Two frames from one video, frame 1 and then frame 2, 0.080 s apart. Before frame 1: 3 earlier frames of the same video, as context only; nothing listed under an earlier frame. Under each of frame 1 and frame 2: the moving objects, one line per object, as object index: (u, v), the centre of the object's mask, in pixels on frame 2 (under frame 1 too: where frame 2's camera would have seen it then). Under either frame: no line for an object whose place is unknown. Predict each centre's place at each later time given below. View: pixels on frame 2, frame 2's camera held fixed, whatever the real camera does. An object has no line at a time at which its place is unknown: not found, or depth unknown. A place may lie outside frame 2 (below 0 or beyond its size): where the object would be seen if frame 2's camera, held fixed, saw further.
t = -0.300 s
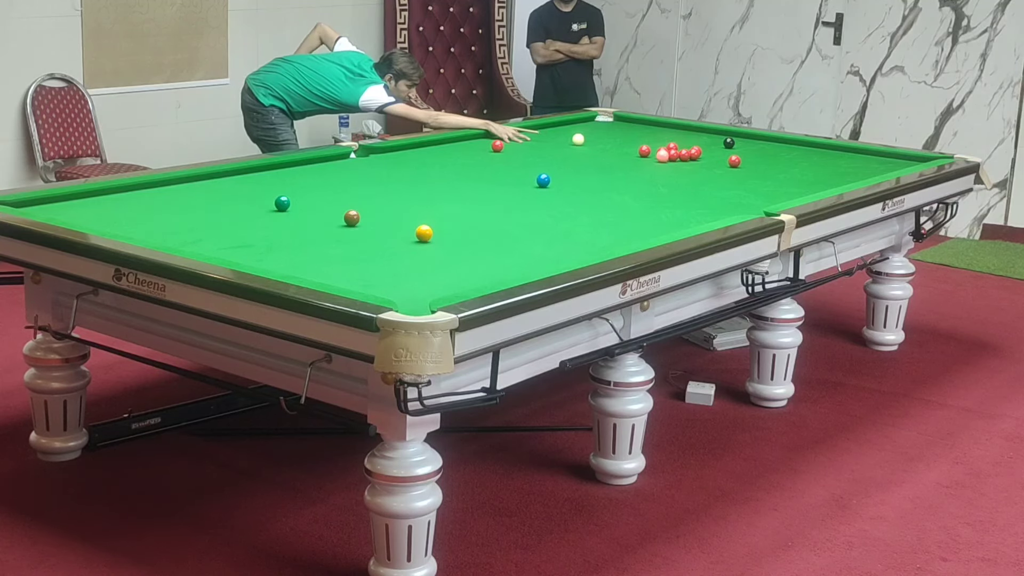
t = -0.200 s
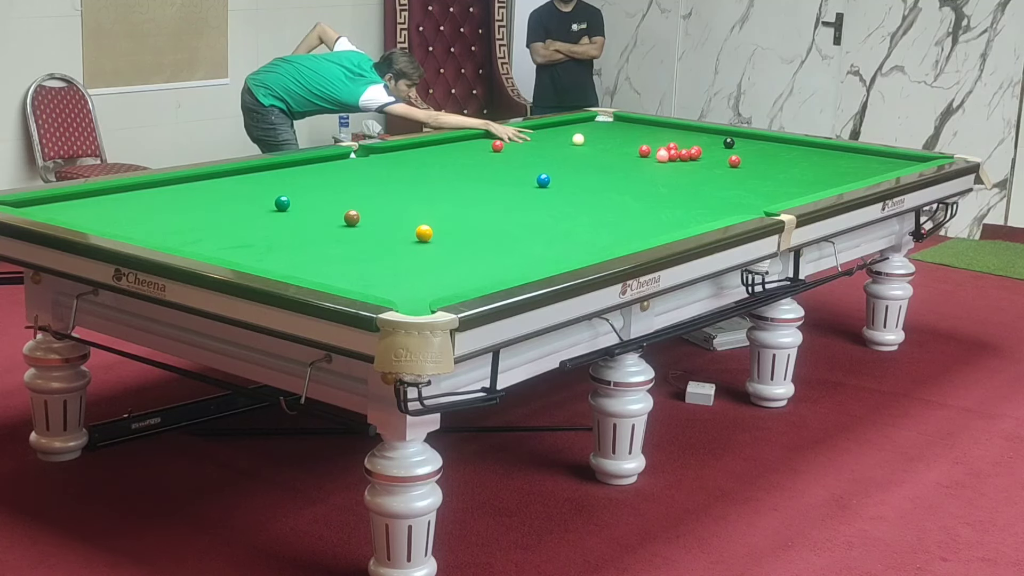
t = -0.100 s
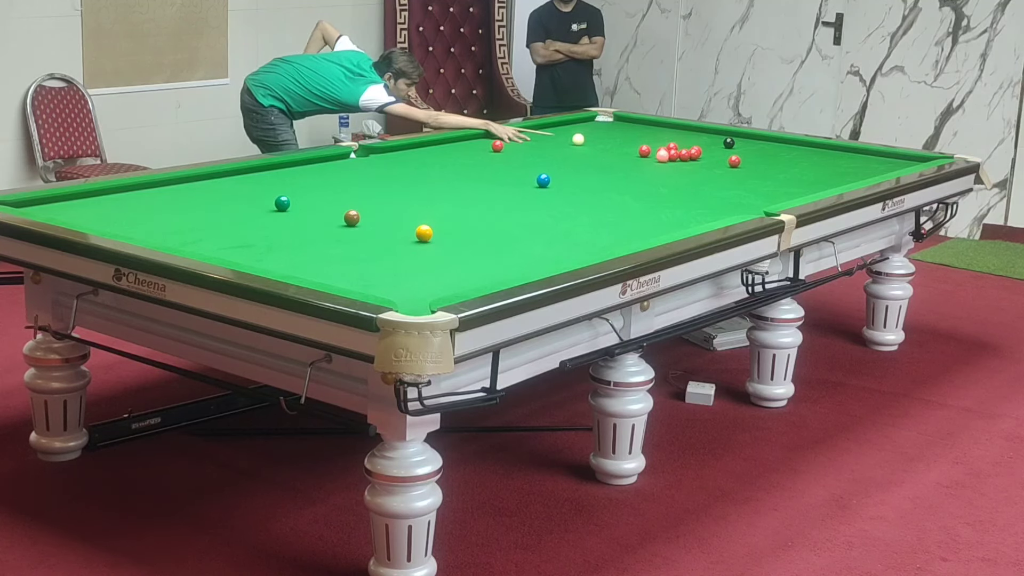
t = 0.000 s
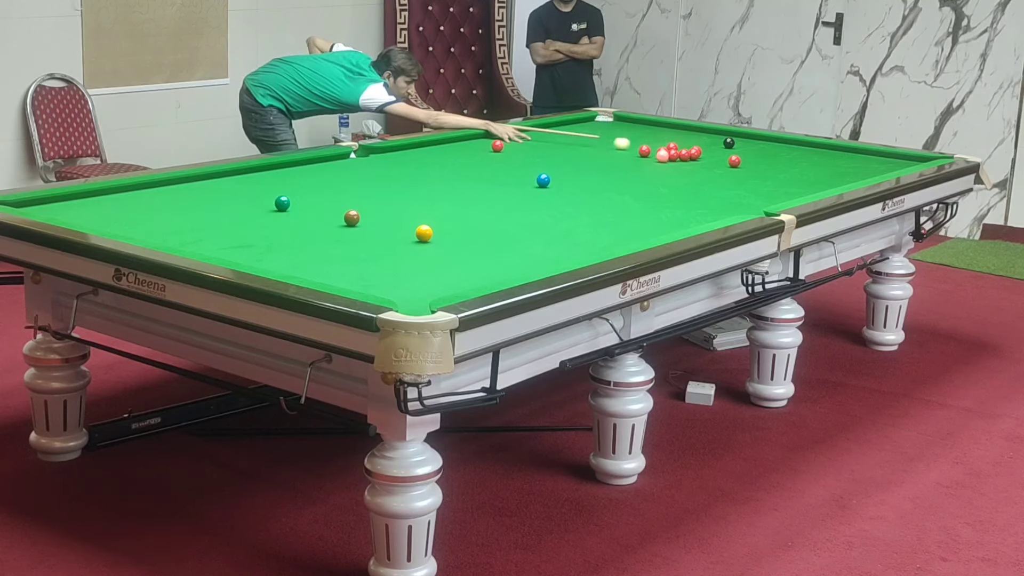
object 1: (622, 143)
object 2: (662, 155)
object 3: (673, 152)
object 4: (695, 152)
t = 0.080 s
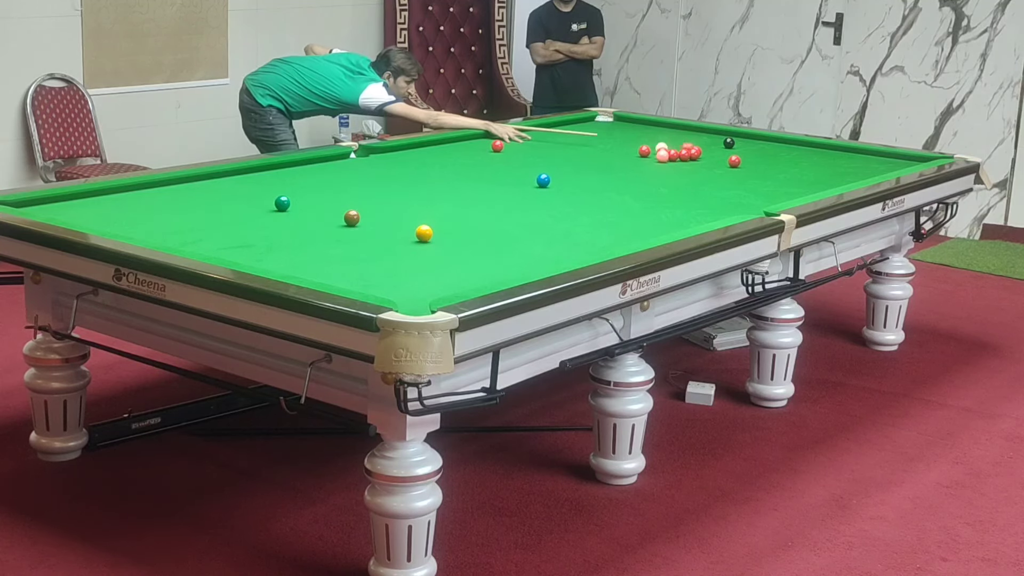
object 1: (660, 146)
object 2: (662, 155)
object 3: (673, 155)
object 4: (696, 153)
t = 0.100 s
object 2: (662, 155)
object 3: (673, 155)
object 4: (698, 151)
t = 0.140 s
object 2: (662, 155)
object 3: (673, 155)
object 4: (695, 153)
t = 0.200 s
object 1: (674, 149)
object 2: (663, 157)
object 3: (674, 156)
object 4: (696, 153)
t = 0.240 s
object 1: (680, 149)
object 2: (664, 158)
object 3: (675, 156)
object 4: (696, 153)
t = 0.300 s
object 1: (684, 149)
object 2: (666, 160)
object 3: (676, 156)
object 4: (700, 153)
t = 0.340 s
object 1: (686, 149)
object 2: (667, 161)
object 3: (677, 156)
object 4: (707, 155)
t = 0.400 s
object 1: (690, 150)
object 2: (668, 162)
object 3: (678, 156)
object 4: (714, 155)
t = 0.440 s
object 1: (693, 151)
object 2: (669, 163)
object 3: (678, 157)
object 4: (718, 155)
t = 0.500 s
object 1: (699, 153)
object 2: (670, 165)
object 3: (679, 157)
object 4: (725, 155)
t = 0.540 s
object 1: (702, 155)
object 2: (671, 165)
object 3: (679, 157)
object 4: (728, 154)
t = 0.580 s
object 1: (707, 155)
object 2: (671, 166)
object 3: (679, 158)
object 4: (732, 153)
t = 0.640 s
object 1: (713, 156)
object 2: (673, 168)
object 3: (680, 158)
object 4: (740, 155)
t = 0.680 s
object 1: (718, 157)
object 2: (674, 169)
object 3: (680, 158)
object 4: (744, 156)
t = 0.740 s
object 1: (724, 157)
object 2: (675, 170)
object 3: (681, 159)
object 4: (749, 157)
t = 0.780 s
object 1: (727, 157)
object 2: (676, 171)
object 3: (681, 159)
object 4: (753, 157)
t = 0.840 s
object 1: (737, 156)
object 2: (677, 172)
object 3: (682, 159)
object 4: (759, 157)
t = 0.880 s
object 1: (742, 158)
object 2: (678, 173)
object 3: (682, 160)
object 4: (763, 157)
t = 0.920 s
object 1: (745, 160)
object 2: (679, 174)
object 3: (683, 160)
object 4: (766, 157)
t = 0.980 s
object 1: (751, 161)
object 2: (680, 175)
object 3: (683, 160)
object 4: (772, 158)
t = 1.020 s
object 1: (756, 161)
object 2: (681, 176)
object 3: (683, 160)
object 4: (776, 158)
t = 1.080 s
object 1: (762, 162)
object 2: (682, 178)
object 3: (684, 160)
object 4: (782, 158)
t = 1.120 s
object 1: (767, 163)
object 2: (683, 179)
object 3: (684, 161)
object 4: (785, 158)
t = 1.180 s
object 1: (773, 164)
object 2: (684, 180)
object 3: (685, 161)
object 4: (791, 159)
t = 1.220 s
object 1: (777, 164)
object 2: (685, 181)
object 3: (685, 161)
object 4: (794, 159)
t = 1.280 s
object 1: (784, 165)
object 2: (687, 182)
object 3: (685, 161)
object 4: (800, 159)
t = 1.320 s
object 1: (788, 165)
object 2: (687, 183)
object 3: (686, 161)
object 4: (803, 159)
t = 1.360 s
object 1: (792, 166)
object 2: (688, 184)
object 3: (686, 161)
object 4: (807, 159)
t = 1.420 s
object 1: (799, 167)
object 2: (690, 185)
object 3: (686, 162)
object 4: (812, 159)
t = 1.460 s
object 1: (803, 167)
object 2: (691, 186)
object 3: (686, 162)
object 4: (815, 160)
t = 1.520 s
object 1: (809, 168)
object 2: (692, 188)
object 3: (687, 162)
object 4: (820, 160)
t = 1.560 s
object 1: (813, 168)
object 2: (693, 188)
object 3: (687, 162)
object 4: (824, 160)
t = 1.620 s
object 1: (819, 169)
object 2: (694, 190)
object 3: (687, 162)
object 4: (828, 160)
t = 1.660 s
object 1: (823, 170)
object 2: (695, 191)
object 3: (687, 162)
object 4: (832, 160)
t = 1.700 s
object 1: (827, 170)
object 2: (696, 191)
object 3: (687, 162)
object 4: (835, 160)
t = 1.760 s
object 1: (833, 171)
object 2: (697, 193)
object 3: (687, 162)
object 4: (839, 160)
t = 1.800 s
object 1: (837, 172)
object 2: (698, 193)
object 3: (687, 163)
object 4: (843, 160)
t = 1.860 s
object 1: (843, 172)
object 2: (699, 195)
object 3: (687, 162)
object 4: (847, 161)
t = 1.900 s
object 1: (847, 173)
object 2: (700, 196)
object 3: (687, 163)
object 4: (850, 161)
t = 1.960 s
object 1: (853, 173)
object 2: (701, 197)
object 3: (687, 163)
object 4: (854, 161)
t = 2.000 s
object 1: (856, 174)
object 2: (702, 198)
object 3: (687, 163)
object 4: (857, 161)
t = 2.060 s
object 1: (862, 174)
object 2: (703, 199)
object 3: (687, 163)
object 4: (861, 162)
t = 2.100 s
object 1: (866, 174)
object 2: (704, 200)
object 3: (687, 163)
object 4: (864, 162)
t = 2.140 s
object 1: (870, 174)
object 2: (705, 201)
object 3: (687, 163)
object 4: (866, 162)
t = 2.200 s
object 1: (875, 174)
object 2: (706, 202)
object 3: (687, 163)
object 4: (870, 162)
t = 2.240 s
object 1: (878, 174)
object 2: (707, 203)
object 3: (687, 163)
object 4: (873, 162)
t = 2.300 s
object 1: (875, 174)
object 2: (709, 204)
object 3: (687, 163)
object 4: (877, 162)
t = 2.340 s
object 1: (873, 174)
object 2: (709, 205)
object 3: (687, 163)
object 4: (880, 163)
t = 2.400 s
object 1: (870, 174)
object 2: (711, 207)
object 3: (687, 163)
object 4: (883, 163)
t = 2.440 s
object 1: (869, 174)
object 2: (711, 207)
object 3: (687, 163)
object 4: (886, 163)
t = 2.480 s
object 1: (867, 174)
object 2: (712, 208)
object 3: (687, 163)
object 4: (888, 163)
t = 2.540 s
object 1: (864, 174)
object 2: (713, 209)
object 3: (687, 163)
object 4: (892, 163)
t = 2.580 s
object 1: (862, 174)
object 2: (714, 210)
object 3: (687, 163)
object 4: (894, 163)
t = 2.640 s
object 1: (860, 174)
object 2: (716, 211)
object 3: (687, 163)
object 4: (898, 163)
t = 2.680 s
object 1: (858, 173)
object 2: (716, 212)
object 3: (687, 163)
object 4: (900, 163)
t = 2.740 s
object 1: (856, 173)
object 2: (717, 213)
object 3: (687, 163)
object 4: (903, 163)
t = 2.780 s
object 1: (854, 173)
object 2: (718, 213)
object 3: (687, 163)
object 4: (905, 163)
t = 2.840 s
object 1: (852, 172)
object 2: (719, 214)
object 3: (687, 163)
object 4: (908, 163)
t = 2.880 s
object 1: (850, 172)
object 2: (720, 215)
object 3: (687, 163)
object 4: (911, 163)
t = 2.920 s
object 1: (849, 172)
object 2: (721, 215)
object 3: (687, 163)
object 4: (912, 163)
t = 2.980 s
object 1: (846, 172)
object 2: (722, 216)
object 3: (687, 163)
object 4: (915, 162)
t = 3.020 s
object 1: (845, 172)
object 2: (722, 216)
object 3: (687, 163)
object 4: (917, 162)
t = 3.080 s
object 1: (843, 171)
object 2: (722, 217)
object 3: (687, 163)
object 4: (920, 162)
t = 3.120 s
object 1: (841, 171)
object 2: (719, 217)
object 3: (687, 163)
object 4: (920, 162)
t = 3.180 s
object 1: (840, 171)
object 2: (716, 217)
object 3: (687, 163)
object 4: (919, 162)
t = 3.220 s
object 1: (838, 170)
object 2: (714, 217)
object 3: (687, 163)
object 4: (919, 162)
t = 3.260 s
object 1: (837, 170)
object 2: (712, 218)
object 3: (687, 163)
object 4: (919, 161)
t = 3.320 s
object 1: (835, 170)
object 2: (709, 218)
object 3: (687, 163)
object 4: (918, 161)
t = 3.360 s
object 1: (834, 170)
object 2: (707, 218)
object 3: (687, 163)
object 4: (918, 161)
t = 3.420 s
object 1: (832, 170)
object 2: (704, 219)
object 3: (687, 163)
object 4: (917, 161)
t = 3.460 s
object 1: (831, 169)
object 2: (702, 219)
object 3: (687, 163)
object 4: (917, 161)
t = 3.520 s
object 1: (829, 169)
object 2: (699, 219)
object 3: (687, 163)
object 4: (916, 161)
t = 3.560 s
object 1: (828, 169)
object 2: (697, 219)
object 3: (687, 163)
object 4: (916, 161)
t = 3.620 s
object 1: (827, 169)
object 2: (694, 220)
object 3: (687, 163)
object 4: (916, 161)
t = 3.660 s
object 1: (826, 169)
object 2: (693, 220)
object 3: (687, 163)
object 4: (915, 161)
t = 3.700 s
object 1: (825, 169)
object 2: (691, 220)
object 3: (687, 163)
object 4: (915, 161)
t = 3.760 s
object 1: (823, 168)
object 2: (689, 221)
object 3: (687, 163)
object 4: (914, 161)
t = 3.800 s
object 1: (823, 168)
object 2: (687, 221)
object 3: (687, 163)
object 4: (914, 161)
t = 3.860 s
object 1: (821, 168)
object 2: (684, 221)
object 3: (687, 163)
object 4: (914, 161)
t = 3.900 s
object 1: (820, 168)
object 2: (683, 221)
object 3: (687, 163)
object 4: (914, 160)
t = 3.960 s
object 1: (819, 168)
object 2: (681, 221)
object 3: (687, 163)
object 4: (913, 160)
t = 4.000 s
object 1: (818, 168)
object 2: (679, 221)
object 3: (687, 163)
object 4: (913, 160)
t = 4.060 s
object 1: (817, 168)
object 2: (677, 221)
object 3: (687, 163)
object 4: (913, 160)
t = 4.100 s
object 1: (817, 167)
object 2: (676, 221)
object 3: (687, 163)
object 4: (913, 160)
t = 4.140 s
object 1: (816, 167)
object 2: (675, 221)
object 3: (687, 163)
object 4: (913, 160)
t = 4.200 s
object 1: (815, 167)
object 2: (673, 221)
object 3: (687, 163)
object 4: (913, 160)
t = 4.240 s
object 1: (815, 167)
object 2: (671, 221)
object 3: (687, 163)
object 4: (913, 160)
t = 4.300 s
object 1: (814, 167)
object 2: (670, 221)
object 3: (687, 163)
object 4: (913, 160)
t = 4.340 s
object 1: (813, 167)
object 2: (669, 221)
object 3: (687, 163)
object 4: (913, 160)
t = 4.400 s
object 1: (813, 167)
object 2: (667, 222)
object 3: (687, 163)
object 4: (913, 160)
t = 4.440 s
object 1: (812, 167)
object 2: (666, 222)
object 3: (687, 163)
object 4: (913, 160)
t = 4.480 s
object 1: (812, 167)
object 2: (665, 222)
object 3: (687, 163)
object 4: (913, 160)
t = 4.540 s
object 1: (811, 167)
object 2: (663, 222)
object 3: (687, 163)
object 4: (913, 160)
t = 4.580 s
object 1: (811, 167)
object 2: (662, 222)
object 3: (687, 163)
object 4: (913, 160)
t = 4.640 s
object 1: (811, 166)
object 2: (661, 222)
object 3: (687, 163)
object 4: (913, 160)
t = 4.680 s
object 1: (810, 166)
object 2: (660, 222)
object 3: (687, 163)
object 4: (913, 160)
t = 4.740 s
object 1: (810, 166)
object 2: (659, 222)
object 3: (687, 163)
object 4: (913, 160)
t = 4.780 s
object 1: (810, 166)
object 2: (658, 222)
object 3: (687, 163)
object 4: (913, 160)
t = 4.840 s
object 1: (809, 166)
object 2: (657, 222)
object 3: (687, 163)
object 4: (913, 160)
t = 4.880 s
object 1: (809, 166)
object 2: (656, 222)
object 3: (687, 163)
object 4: (913, 160)
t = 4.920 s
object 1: (809, 166)
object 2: (656, 222)
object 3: (687, 163)
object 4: (913, 160)
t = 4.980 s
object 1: (809, 166)
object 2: (655, 222)
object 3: (687, 163)
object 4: (913, 160)
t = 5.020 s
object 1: (809, 166)
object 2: (654, 222)
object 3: (687, 163)
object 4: (913, 160)
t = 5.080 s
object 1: (809, 166)
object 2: (654, 222)
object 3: (687, 163)
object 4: (913, 160)
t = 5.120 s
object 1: (809, 166)
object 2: (653, 222)
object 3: (687, 163)
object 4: (912, 160)
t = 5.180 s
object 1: (809, 166)
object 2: (653, 222)
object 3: (687, 163)
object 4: (913, 160)
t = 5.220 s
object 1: (809, 166)
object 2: (652, 222)
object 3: (687, 163)
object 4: (913, 160)
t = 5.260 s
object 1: (809, 166)
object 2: (652, 222)
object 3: (687, 163)
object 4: (913, 160)
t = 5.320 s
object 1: (809, 166)
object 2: (651, 221)
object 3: (687, 163)
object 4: (913, 160)
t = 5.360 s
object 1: (809, 166)
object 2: (651, 221)
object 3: (687, 163)
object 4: (913, 160)
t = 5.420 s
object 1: (809, 166)
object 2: (651, 221)
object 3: (687, 163)
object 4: (913, 160)
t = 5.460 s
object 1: (809, 166)
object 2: (651, 221)
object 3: (687, 163)
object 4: (913, 160)
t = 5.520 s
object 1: (809, 166)
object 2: (651, 221)
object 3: (687, 163)
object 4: (913, 160)
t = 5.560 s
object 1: (809, 166)
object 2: (651, 221)
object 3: (687, 163)
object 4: (913, 160)
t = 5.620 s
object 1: (809, 166)
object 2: (651, 221)
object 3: (687, 163)
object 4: (913, 160)
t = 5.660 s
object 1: (809, 166)
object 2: (651, 221)
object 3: (687, 163)
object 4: (913, 160)
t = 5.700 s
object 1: (809, 166)
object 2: (651, 221)
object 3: (687, 163)
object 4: (913, 160)
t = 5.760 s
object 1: (809, 166)
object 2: (651, 221)
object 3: (687, 163)
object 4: (913, 160)
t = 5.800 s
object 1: (809, 166)
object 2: (651, 221)
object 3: (687, 163)
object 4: (913, 160)
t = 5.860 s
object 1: (809, 166)
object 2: (651, 221)
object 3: (687, 163)
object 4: (913, 160)
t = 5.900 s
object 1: (809, 166)
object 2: (651, 221)
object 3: (687, 163)
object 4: (913, 160)
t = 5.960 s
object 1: (809, 166)
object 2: (651, 221)
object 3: (687, 163)
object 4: (913, 160)
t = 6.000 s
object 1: (809, 166)
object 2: (651, 221)
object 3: (687, 163)
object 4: (913, 160)
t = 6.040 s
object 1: (809, 166)
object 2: (651, 221)
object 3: (687, 163)
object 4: (913, 160)
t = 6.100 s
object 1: (809, 166)
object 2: (651, 221)
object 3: (687, 163)
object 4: (913, 160)
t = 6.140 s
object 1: (809, 166)
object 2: (651, 221)
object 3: (687, 163)
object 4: (913, 160)
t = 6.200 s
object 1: (809, 166)
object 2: (651, 221)
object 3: (687, 163)
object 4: (913, 160)
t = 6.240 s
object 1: (809, 166)
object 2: (651, 221)
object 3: (687, 163)
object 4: (913, 160)
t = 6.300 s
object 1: (809, 166)
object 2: (651, 221)
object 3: (687, 163)
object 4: (913, 160)
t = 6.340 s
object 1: (809, 166)
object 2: (651, 221)
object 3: (687, 163)
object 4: (913, 160)
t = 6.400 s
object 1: (809, 166)
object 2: (651, 221)
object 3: (687, 163)
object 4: (913, 160)
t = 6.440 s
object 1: (809, 166)
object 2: (651, 221)
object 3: (687, 163)
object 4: (913, 160)
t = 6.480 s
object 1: (809, 166)
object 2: (651, 221)
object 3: (687, 163)
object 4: (913, 160)
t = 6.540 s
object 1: (809, 166)
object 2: (651, 221)
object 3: (687, 163)
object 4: (913, 160)
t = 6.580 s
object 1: (809, 166)
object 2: (651, 221)
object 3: (687, 163)
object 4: (913, 160)
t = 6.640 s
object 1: (809, 166)
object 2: (651, 221)
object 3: (687, 163)
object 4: (913, 160)
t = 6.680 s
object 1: (809, 166)
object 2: (651, 221)
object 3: (687, 163)
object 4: (913, 160)
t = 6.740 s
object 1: (809, 166)
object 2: (651, 221)
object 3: (687, 163)
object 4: (912, 160)
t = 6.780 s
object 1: (809, 166)
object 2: (651, 221)
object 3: (687, 163)
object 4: (913, 160)
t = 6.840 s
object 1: (809, 166)
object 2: (651, 221)
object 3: (687, 163)
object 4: (913, 160)
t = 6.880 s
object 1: (809, 166)
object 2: (651, 221)
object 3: (687, 163)
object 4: (913, 160)
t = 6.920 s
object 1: (809, 166)
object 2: (651, 221)
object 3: (687, 163)
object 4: (913, 160)
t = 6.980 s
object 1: (809, 166)
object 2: (651, 221)
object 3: (687, 163)
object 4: (913, 160)
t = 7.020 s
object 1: (809, 166)
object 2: (651, 221)
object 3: (687, 163)
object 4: (913, 160)
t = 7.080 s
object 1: (809, 166)
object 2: (651, 221)
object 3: (687, 163)
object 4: (913, 160)
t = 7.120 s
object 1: (809, 166)
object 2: (651, 221)
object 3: (687, 163)
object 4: (913, 160)
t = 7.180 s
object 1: (809, 166)
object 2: (651, 221)
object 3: (687, 163)
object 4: (913, 160)
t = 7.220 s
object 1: (809, 166)
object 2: (651, 221)
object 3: (687, 163)
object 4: (913, 160)
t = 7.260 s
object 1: (809, 166)
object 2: (651, 221)
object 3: (687, 163)
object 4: (913, 160)
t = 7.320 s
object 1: (809, 166)
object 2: (651, 221)
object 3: (687, 163)
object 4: (913, 160)
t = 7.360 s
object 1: (809, 166)
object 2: (651, 221)
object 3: (687, 163)
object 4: (913, 160)
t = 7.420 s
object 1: (809, 166)
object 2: (651, 221)
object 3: (687, 163)
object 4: (913, 160)
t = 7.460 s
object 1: (809, 166)
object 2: (651, 221)
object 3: (687, 163)
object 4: (913, 160)
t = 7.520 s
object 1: (809, 166)
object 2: (651, 221)
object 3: (687, 163)
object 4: (913, 160)
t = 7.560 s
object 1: (809, 166)
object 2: (651, 221)
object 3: (687, 163)
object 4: (913, 160)
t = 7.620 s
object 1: (809, 166)
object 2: (651, 221)
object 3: (687, 163)
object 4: (913, 160)
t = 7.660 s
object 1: (809, 166)
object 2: (651, 222)
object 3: (687, 163)
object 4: (913, 160)
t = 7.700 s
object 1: (809, 166)
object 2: (651, 221)
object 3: (687, 163)
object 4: (913, 160)
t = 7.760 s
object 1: (809, 166)
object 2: (651, 222)
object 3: (687, 163)
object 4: (913, 160)
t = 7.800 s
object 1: (809, 166)
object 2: (651, 221)
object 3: (687, 163)
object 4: (913, 160)
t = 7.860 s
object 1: (809, 166)
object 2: (651, 221)
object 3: (687, 163)
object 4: (913, 160)
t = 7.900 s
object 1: (809, 166)
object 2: (651, 221)
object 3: (687, 163)
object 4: (913, 160)
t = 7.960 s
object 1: (809, 166)
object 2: (651, 222)
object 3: (687, 163)
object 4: (913, 160)
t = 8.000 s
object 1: (809, 166)
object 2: (651, 221)
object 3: (687, 163)
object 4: (913, 160)
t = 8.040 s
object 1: (809, 166)
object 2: (651, 221)
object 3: (687, 163)
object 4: (913, 160)
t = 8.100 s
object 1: (809, 166)
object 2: (651, 221)
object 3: (687, 163)
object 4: (913, 160)
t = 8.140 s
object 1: (809, 166)
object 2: (651, 221)
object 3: (687, 163)
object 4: (913, 160)
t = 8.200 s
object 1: (809, 166)
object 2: (651, 221)
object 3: (687, 163)
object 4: (913, 160)
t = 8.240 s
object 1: (809, 166)
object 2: (651, 222)
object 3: (687, 163)
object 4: (913, 160)
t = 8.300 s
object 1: (809, 166)
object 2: (651, 222)
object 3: (687, 163)
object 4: (913, 160)
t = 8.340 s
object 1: (809, 166)
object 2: (651, 221)
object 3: (687, 163)
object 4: (913, 160)
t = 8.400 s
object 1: (809, 166)
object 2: (651, 221)
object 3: (687, 163)
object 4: (913, 160)
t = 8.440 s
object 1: (809, 166)
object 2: (651, 222)
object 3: (687, 163)
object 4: (912, 160)
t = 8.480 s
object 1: (809, 166)
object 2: (651, 222)
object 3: (687, 163)
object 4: (913, 160)
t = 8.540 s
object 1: (809, 166)
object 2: (651, 222)
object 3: (687, 163)
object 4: (913, 160)
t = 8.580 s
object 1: (809, 166)
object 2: (651, 222)
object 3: (687, 163)
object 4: (913, 160)
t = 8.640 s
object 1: (809, 166)
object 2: (651, 221)
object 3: (687, 163)
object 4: (913, 160)
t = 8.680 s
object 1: (809, 166)
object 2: (651, 222)
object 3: (687, 163)
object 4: (913, 160)
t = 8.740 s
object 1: (809, 166)
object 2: (651, 221)
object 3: (687, 163)
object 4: (913, 160)
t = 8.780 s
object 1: (809, 166)
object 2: (651, 221)
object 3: (687, 163)
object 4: (913, 160)
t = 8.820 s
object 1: (809, 166)
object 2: (651, 221)
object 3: (687, 163)
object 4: (913, 160)
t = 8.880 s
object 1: (809, 166)
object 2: (651, 221)
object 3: (687, 163)
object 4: (913, 160)
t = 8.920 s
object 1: (809, 166)
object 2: (651, 221)
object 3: (687, 163)
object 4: (913, 160)
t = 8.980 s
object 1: (809, 166)
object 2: (651, 221)
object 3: (687, 163)
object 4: (913, 160)
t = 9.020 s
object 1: (809, 166)
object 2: (651, 221)
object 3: (687, 163)
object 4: (913, 160)
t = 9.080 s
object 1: (809, 166)
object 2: (651, 221)
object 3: (687, 163)
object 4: (913, 160)
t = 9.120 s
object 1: (809, 166)
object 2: (651, 221)
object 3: (687, 163)
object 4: (913, 160)
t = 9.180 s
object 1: (809, 166)
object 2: (651, 221)
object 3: (687, 163)
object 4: (913, 160)
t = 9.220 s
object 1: (809, 166)
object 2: (651, 221)
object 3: (687, 163)
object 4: (913, 160)
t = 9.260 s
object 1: (809, 166)
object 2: (651, 221)
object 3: (687, 163)
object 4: (913, 160)
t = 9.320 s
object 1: (809, 166)
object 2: (651, 221)
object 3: (687, 163)
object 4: (913, 160)
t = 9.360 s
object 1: (809, 166)
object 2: (651, 221)
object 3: (687, 163)
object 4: (913, 160)
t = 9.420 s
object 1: (809, 166)
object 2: (651, 221)
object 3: (687, 163)
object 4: (913, 160)
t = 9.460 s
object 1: (809, 166)
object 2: (651, 221)
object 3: (687, 163)
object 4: (913, 160)
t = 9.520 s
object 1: (809, 166)
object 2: (651, 222)
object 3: (687, 163)
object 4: (913, 160)
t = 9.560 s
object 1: (809, 166)
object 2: (651, 222)
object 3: (687, 163)
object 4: (913, 160)
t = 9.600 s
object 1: (809, 166)
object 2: (651, 222)
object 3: (687, 163)
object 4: (913, 160)
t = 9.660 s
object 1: (809, 166)
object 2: (651, 222)
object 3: (687, 163)
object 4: (913, 160)
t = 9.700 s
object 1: (809, 166)
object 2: (651, 221)
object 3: (687, 163)
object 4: (913, 160)
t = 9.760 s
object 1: (809, 166)
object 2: (651, 222)
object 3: (687, 163)
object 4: (913, 160)
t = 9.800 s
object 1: (809, 166)
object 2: (651, 222)
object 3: (687, 163)
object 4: (913, 160)
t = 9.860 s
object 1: (809, 166)
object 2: (651, 222)
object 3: (687, 163)
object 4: (913, 160)
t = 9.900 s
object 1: (809, 166)
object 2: (651, 222)
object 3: (687, 163)
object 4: (913, 160)
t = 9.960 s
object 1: (809, 166)
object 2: (651, 221)
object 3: (687, 163)
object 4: (913, 160)
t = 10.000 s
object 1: (809, 166)
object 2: (651, 221)
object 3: (687, 163)
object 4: (913, 160)
